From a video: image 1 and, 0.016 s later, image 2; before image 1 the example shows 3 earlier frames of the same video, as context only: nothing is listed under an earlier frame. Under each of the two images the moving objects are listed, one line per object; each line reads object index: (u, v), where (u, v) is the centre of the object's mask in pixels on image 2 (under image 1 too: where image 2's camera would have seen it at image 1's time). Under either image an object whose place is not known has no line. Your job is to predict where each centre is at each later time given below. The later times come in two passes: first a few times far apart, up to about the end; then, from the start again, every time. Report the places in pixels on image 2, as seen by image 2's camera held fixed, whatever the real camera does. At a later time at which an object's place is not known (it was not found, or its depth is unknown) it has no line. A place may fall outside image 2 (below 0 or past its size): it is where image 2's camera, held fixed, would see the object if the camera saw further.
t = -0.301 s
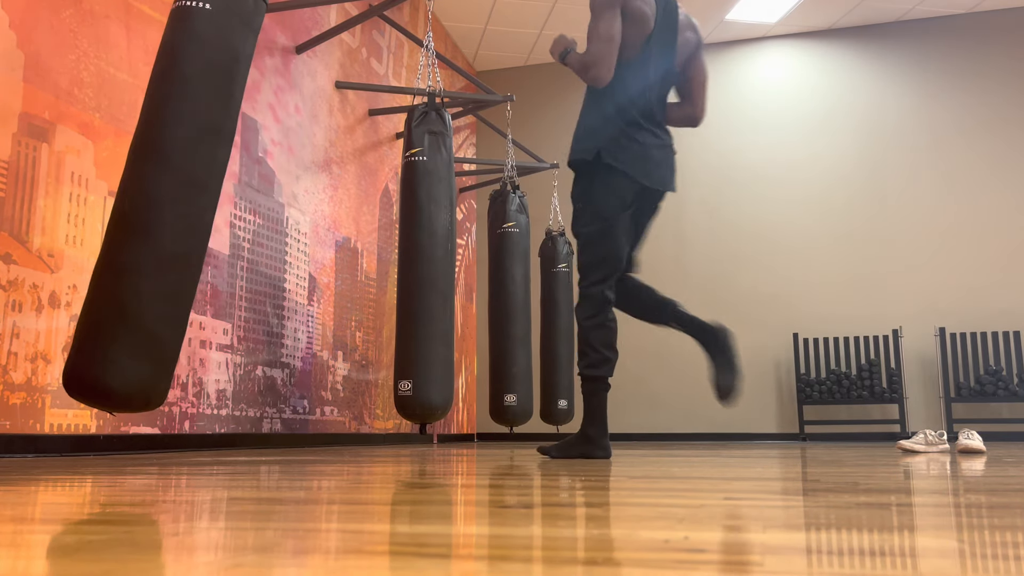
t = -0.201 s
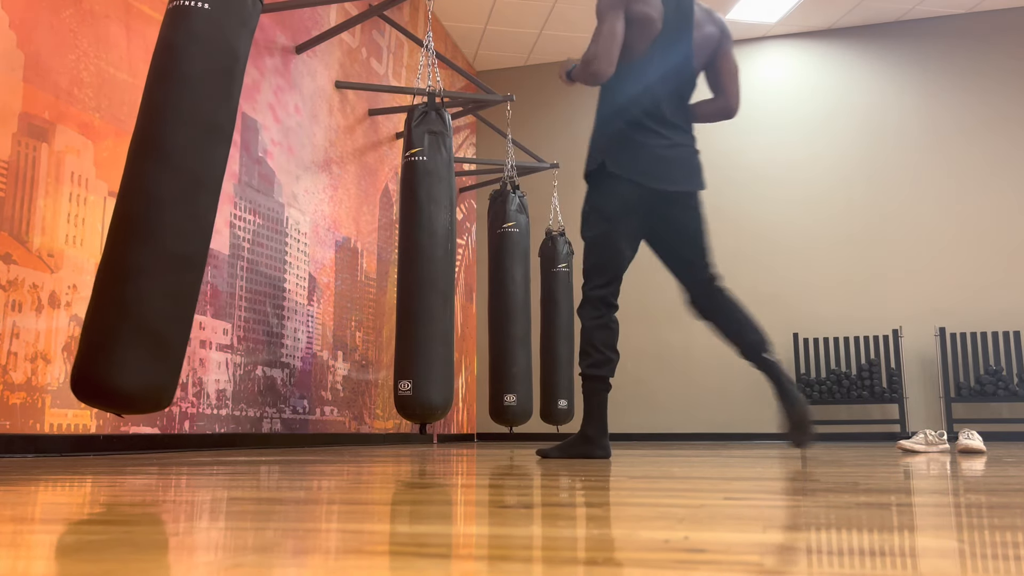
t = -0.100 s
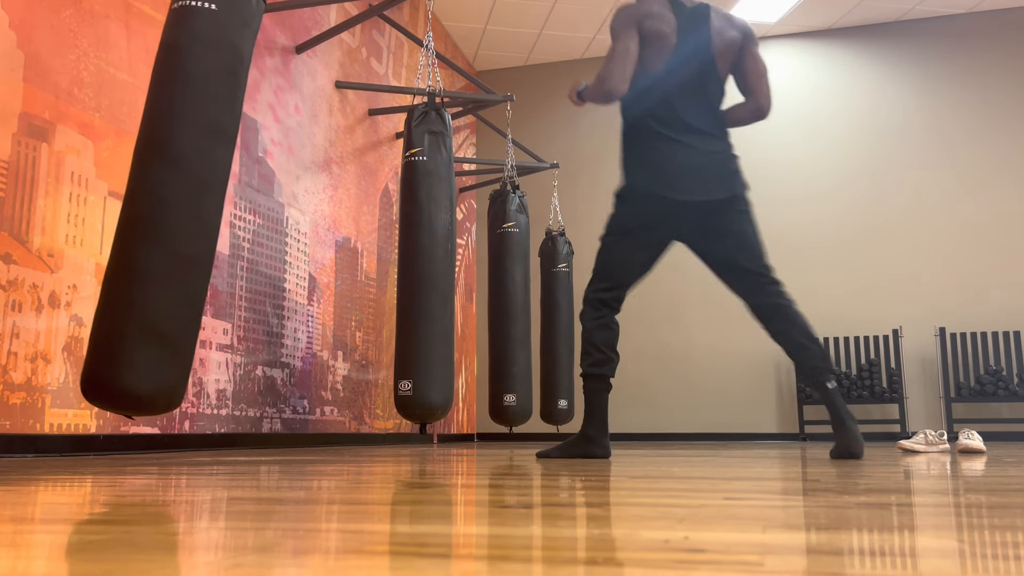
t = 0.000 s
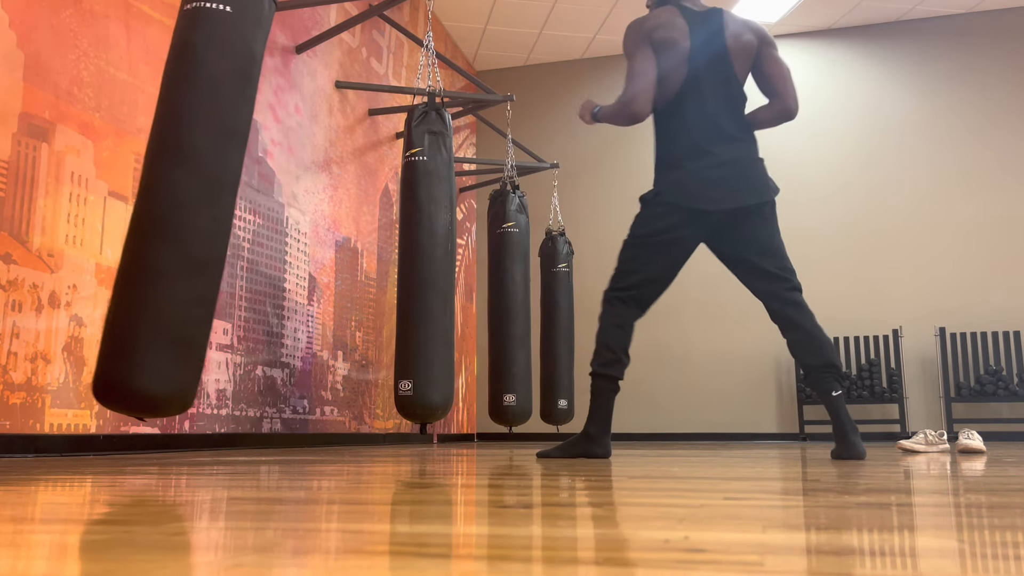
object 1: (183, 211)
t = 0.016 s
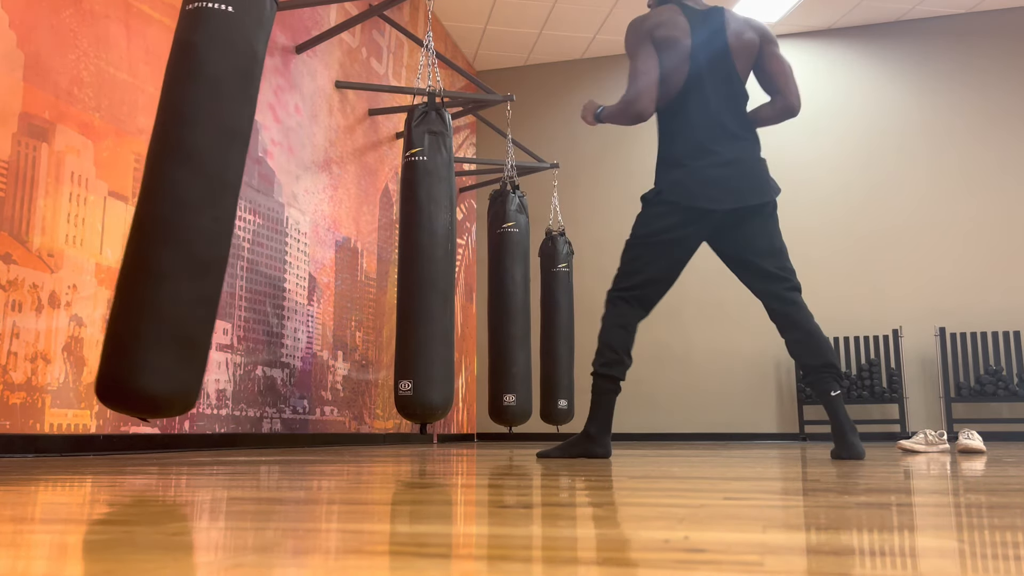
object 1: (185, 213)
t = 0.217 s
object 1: (217, 213)
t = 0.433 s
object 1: (262, 213)
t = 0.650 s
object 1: (305, 210)
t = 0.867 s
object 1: (336, 206)
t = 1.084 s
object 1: (347, 205)
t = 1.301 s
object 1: (337, 208)
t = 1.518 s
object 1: (306, 213)
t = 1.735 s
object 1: (264, 216)
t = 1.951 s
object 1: (220, 216)
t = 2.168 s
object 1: (185, 212)
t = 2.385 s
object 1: (167, 209)
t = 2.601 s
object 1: (169, 208)
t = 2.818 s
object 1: (190, 210)
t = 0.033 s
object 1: (187, 211)
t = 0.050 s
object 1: (190, 211)
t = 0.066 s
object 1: (192, 212)
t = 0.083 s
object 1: (195, 212)
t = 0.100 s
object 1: (197, 212)
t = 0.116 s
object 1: (200, 215)
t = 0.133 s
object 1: (202, 212)
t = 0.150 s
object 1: (205, 212)
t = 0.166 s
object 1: (208, 212)
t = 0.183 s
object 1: (211, 213)
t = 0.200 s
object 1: (214, 213)
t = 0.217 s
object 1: (217, 213)
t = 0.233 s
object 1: (220, 213)
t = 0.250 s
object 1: (224, 213)
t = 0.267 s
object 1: (227, 213)
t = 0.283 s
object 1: (231, 213)
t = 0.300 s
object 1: (234, 213)
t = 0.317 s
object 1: (238, 213)
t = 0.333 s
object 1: (241, 213)
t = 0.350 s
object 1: (245, 213)
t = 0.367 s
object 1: (248, 213)
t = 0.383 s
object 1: (252, 213)
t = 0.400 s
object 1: (255, 213)
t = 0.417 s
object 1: (259, 212)
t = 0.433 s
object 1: (262, 213)
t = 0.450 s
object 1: (265, 212)
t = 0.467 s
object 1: (269, 212)
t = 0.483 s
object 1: (272, 212)
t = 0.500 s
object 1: (276, 212)
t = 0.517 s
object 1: (279, 212)
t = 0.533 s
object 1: (283, 211)
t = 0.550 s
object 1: (286, 211)
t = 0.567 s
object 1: (289, 211)
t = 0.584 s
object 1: (293, 211)
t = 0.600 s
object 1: (296, 211)
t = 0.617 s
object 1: (299, 211)
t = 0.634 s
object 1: (302, 210)
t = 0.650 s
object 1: (305, 210)
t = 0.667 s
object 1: (308, 210)
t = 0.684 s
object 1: (311, 209)
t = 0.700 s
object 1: (314, 209)
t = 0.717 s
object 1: (317, 209)
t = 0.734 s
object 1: (319, 209)
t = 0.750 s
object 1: (322, 208)
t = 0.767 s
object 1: (324, 208)
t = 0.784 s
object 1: (326, 207)
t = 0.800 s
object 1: (328, 207)
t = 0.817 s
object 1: (330, 207)
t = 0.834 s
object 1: (332, 207)
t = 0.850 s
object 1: (334, 206)
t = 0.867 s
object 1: (336, 206)
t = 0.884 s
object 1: (338, 206)
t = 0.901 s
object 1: (339, 206)
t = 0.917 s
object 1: (341, 206)
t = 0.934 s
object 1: (342, 206)
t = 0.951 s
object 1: (343, 206)
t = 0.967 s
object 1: (344, 206)
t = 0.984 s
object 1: (345, 206)
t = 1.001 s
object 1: (346, 206)
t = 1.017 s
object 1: (347, 206)
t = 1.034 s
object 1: (347, 206)
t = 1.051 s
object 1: (347, 206)
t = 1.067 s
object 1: (347, 205)
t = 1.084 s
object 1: (347, 205)
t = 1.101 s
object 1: (347, 205)
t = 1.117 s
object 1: (347, 205)
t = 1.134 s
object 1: (347, 205)
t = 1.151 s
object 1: (346, 206)
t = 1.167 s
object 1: (346, 206)
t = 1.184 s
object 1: (345, 206)
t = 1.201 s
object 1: (344, 206)
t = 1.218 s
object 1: (343, 206)
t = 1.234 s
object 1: (342, 207)
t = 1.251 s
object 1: (341, 207)
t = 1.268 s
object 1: (340, 207)
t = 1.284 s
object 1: (338, 208)
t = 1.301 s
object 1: (337, 208)
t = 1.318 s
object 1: (335, 208)
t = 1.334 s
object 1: (333, 209)
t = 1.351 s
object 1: (331, 209)
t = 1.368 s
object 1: (329, 209)
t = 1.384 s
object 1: (327, 210)
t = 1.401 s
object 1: (325, 210)
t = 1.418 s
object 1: (322, 210)
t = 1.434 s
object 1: (320, 211)
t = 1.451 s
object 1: (317, 211)
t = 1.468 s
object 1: (315, 212)
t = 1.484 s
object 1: (312, 212)
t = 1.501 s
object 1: (309, 212)
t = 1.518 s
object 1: (306, 213)
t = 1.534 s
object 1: (304, 213)
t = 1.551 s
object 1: (301, 213)
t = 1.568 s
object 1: (297, 214)
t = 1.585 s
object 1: (294, 214)
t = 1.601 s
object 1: (291, 215)
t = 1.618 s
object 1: (288, 215)
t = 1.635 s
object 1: (285, 215)
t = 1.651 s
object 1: (281, 215)
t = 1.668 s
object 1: (278, 215)
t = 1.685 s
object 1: (274, 216)
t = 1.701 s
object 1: (271, 216)
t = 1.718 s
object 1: (267, 216)
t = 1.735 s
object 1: (264, 216)
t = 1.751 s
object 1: (260, 216)
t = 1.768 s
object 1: (257, 216)
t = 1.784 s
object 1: (253, 216)
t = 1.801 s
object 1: (250, 216)
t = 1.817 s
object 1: (247, 216)
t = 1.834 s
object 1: (243, 216)
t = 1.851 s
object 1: (240, 216)
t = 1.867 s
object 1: (236, 216)
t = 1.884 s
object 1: (233, 216)
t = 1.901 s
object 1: (229, 216)
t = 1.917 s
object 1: (226, 216)
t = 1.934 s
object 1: (223, 216)
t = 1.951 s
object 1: (220, 216)
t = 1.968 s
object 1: (217, 215)
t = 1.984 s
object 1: (214, 215)
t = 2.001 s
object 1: (211, 215)
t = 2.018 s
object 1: (208, 215)
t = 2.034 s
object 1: (205, 214)
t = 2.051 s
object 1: (202, 214)
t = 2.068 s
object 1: (199, 214)
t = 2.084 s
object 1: (197, 213)
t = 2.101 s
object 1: (194, 213)
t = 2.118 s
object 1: (192, 213)
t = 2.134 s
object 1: (189, 212)
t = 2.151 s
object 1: (187, 212)
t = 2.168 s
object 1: (185, 212)
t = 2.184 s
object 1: (183, 212)
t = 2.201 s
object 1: (181, 212)
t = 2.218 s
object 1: (179, 211)
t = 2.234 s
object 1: (178, 210)
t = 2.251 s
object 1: (176, 211)
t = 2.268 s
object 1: (174, 210)
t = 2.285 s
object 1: (173, 210)
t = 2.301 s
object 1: (172, 209)
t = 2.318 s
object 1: (170, 210)
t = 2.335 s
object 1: (169, 209)
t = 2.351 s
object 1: (169, 209)
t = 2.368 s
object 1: (168, 209)
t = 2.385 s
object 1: (167, 209)
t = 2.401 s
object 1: (166, 208)
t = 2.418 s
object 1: (166, 208)
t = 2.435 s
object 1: (166, 208)
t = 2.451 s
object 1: (165, 208)
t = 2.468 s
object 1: (165, 208)
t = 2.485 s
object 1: (165, 208)
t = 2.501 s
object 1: (165, 207)
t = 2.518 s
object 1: (166, 207)
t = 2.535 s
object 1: (166, 207)
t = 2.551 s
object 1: (167, 208)
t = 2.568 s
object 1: (167, 208)
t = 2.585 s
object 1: (168, 208)
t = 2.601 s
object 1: (169, 208)
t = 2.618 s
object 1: (170, 208)
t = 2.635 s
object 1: (171, 208)
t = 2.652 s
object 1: (172, 208)
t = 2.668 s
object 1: (173, 208)
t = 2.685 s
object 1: (175, 208)
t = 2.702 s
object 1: (177, 208)
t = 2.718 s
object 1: (178, 209)
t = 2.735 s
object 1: (180, 209)
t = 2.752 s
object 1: (182, 209)
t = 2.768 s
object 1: (184, 209)
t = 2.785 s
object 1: (186, 209)
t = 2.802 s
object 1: (188, 210)
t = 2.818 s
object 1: (190, 210)
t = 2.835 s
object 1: (193, 210)
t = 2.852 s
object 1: (195, 210)
